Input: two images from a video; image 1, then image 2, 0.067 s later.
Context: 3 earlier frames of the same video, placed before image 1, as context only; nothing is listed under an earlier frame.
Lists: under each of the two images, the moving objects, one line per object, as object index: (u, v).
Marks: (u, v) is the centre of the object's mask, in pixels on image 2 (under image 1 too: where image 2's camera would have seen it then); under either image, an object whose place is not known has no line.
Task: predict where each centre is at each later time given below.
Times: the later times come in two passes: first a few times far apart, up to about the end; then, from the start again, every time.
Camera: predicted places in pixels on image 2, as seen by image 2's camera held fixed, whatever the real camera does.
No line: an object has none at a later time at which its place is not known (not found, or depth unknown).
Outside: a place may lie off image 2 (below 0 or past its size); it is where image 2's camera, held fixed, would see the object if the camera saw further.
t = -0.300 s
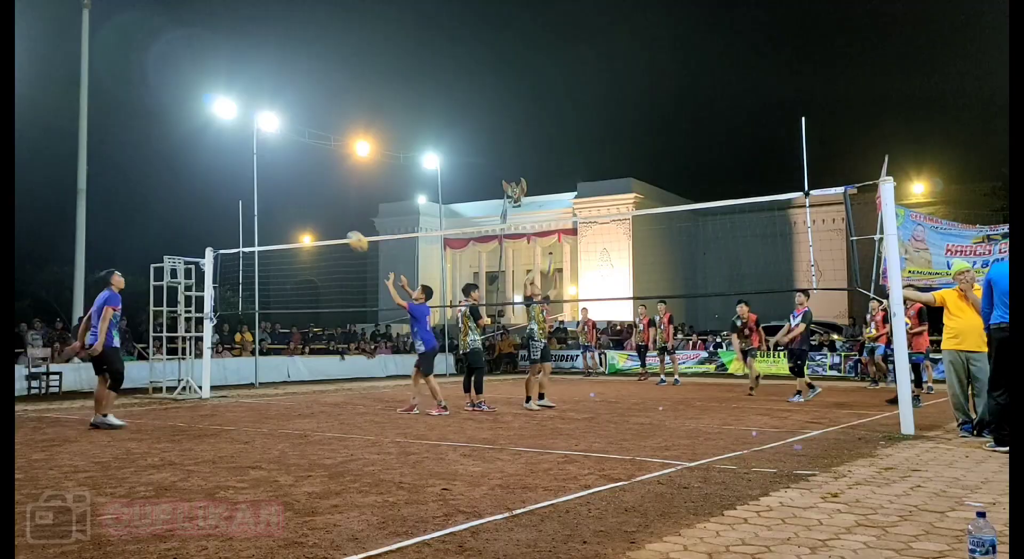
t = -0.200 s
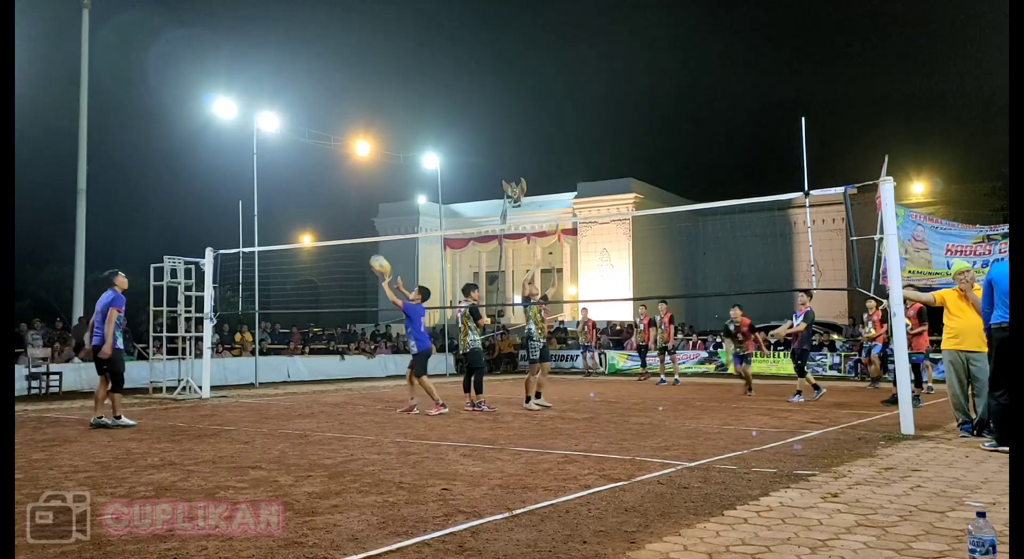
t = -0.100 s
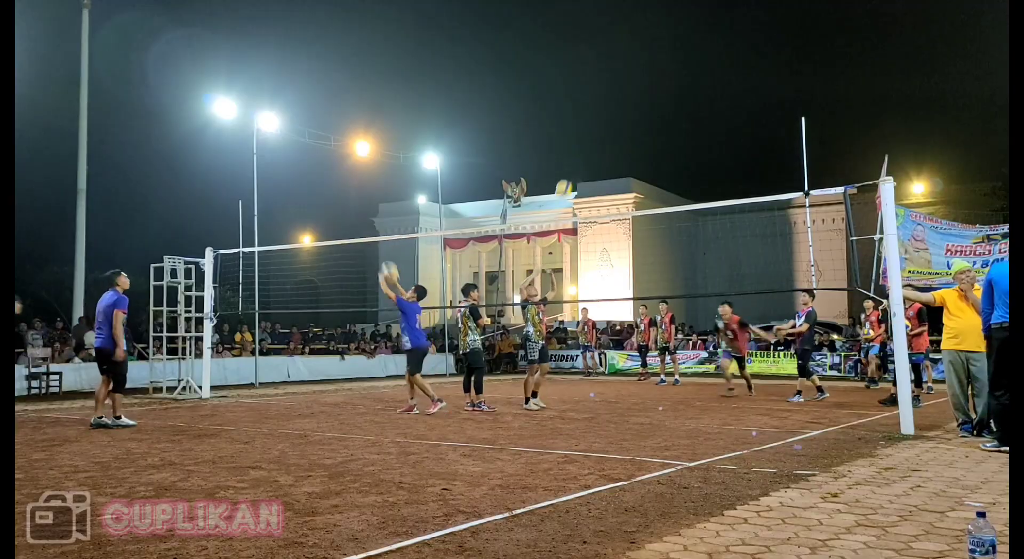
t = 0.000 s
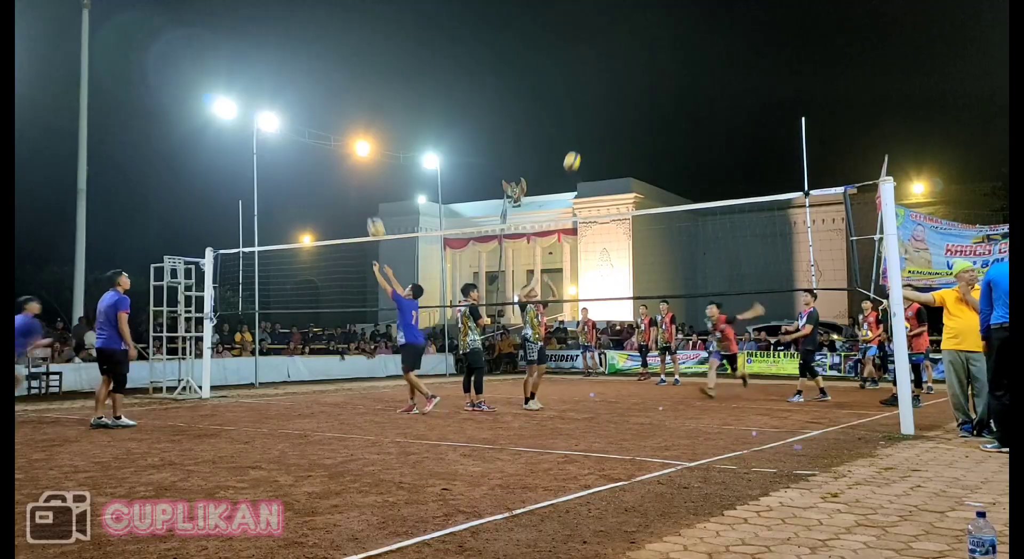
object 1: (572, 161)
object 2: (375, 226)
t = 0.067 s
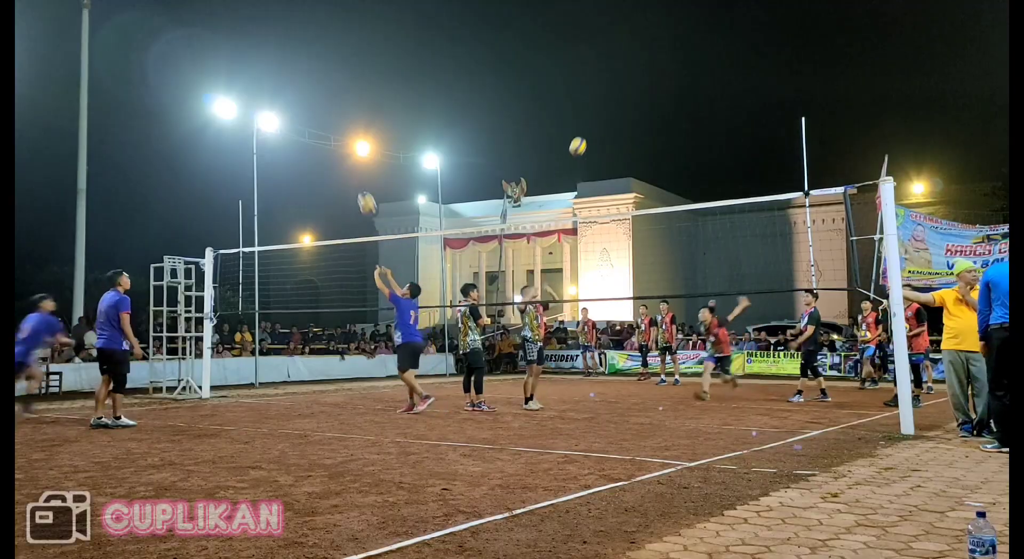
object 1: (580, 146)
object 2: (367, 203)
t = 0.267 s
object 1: (596, 121)
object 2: (340, 149)
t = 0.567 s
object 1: (618, 135)
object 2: (302, 124)
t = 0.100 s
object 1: (582, 140)
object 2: (362, 192)
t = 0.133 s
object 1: (585, 135)
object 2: (357, 181)
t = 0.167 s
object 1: (587, 130)
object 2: (353, 172)
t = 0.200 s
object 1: (590, 126)
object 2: (348, 164)
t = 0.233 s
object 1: (593, 123)
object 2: (344, 157)
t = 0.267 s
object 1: (596, 121)
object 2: (340, 149)
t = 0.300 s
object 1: (598, 119)
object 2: (335, 143)
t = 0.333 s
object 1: (601, 119)
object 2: (332, 138)
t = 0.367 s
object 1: (603, 119)
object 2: (327, 134)
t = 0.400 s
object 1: (606, 120)
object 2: (322, 130)
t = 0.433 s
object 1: (608, 121)
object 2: (316, 126)
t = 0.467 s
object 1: (611, 124)
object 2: (314, 126)
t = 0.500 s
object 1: (614, 127)
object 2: (310, 125)
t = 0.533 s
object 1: (615, 130)
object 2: (306, 124)
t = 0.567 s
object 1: (618, 135)
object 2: (302, 124)
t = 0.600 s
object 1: (620, 140)
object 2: (298, 126)
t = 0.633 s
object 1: (622, 147)
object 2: (295, 128)
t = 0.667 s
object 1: (625, 154)
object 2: (289, 131)
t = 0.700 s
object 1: (628, 162)
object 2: (286, 134)
